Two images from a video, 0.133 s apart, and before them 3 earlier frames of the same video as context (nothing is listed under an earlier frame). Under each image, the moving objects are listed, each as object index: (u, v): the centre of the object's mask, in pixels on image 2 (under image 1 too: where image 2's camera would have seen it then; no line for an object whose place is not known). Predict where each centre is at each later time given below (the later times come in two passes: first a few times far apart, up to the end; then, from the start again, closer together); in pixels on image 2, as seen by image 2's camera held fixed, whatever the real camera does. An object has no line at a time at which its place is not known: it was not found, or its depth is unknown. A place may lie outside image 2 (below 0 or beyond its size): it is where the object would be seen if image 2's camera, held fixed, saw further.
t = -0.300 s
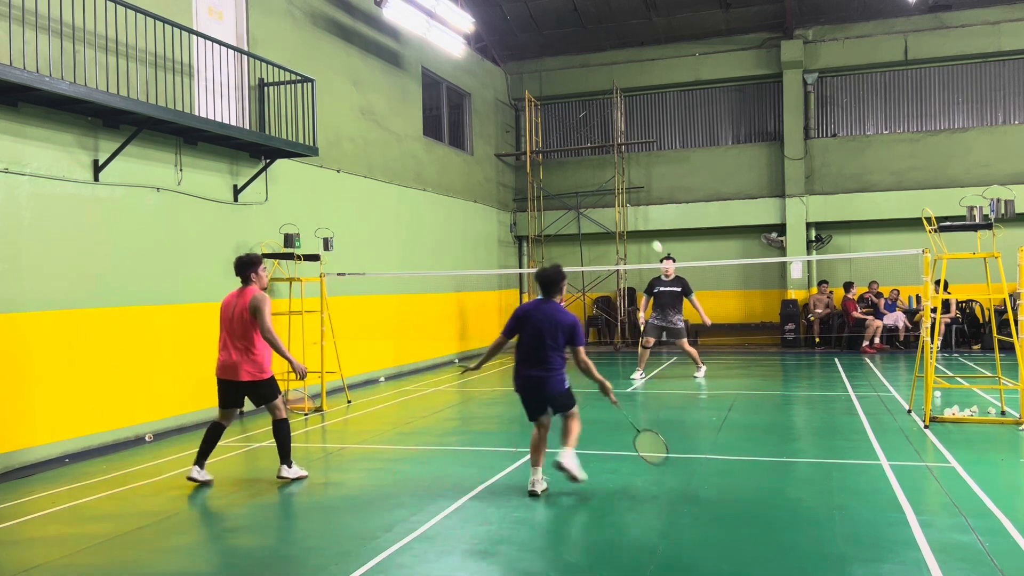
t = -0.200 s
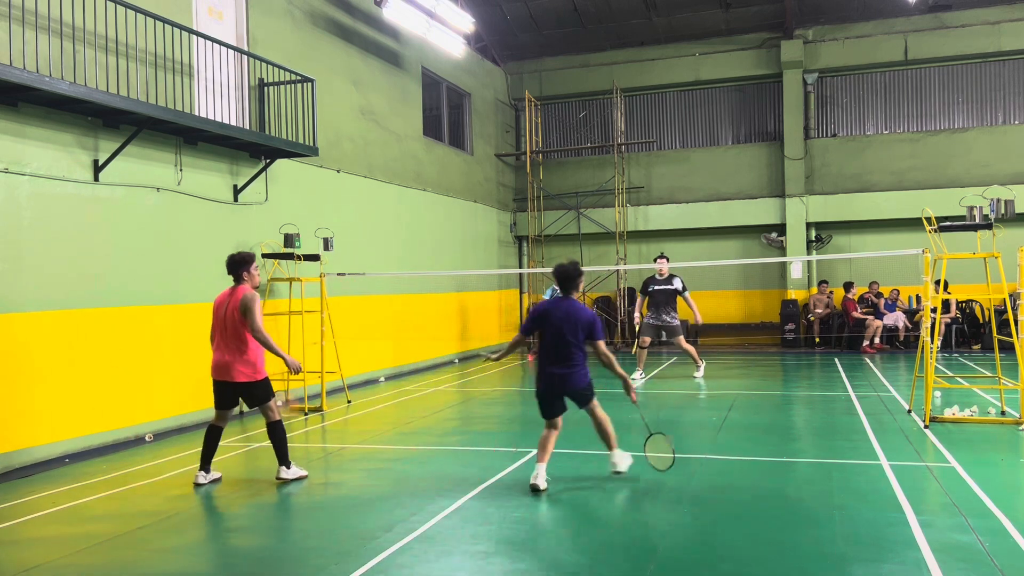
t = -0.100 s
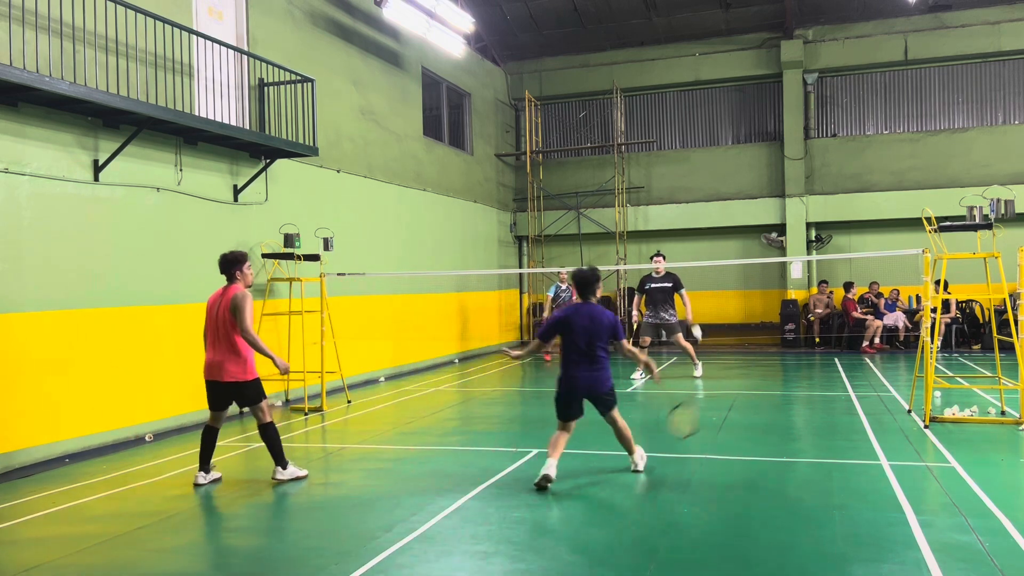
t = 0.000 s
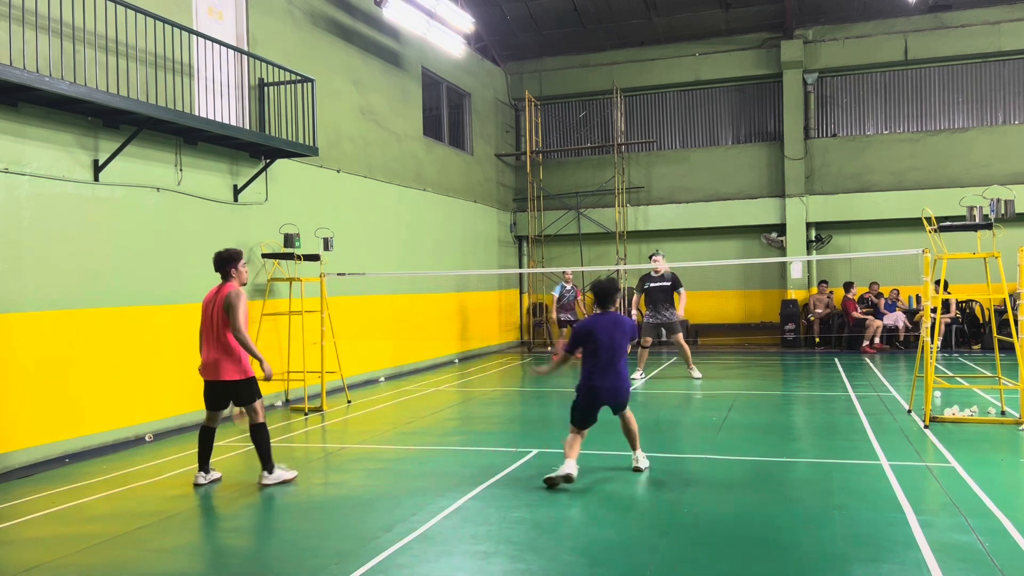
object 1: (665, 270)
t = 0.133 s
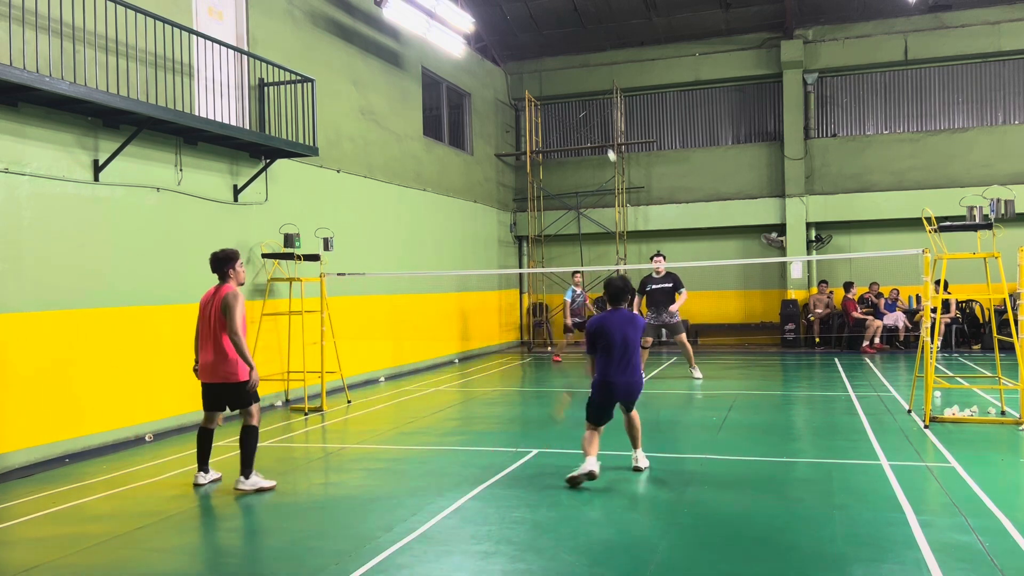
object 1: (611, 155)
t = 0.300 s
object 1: (583, 110)
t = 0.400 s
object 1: (574, 101)
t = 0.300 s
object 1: (583, 110)
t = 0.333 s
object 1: (580, 106)
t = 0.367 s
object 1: (577, 103)
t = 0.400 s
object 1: (574, 101)
